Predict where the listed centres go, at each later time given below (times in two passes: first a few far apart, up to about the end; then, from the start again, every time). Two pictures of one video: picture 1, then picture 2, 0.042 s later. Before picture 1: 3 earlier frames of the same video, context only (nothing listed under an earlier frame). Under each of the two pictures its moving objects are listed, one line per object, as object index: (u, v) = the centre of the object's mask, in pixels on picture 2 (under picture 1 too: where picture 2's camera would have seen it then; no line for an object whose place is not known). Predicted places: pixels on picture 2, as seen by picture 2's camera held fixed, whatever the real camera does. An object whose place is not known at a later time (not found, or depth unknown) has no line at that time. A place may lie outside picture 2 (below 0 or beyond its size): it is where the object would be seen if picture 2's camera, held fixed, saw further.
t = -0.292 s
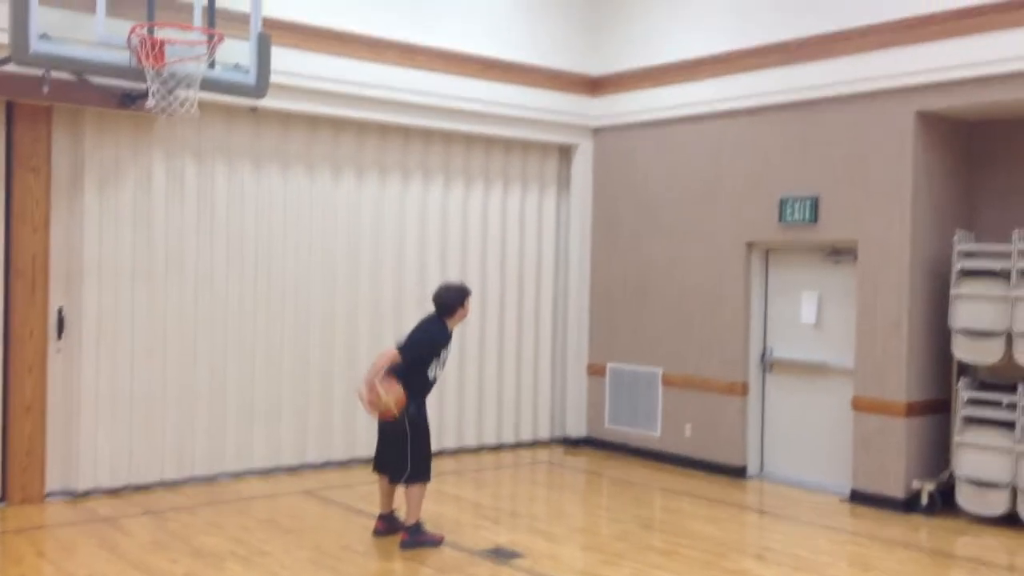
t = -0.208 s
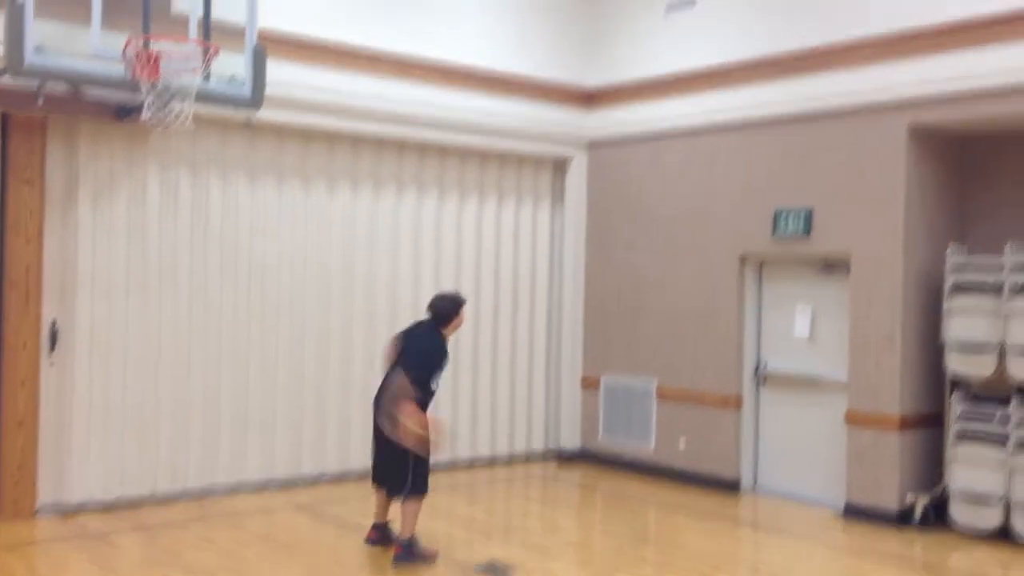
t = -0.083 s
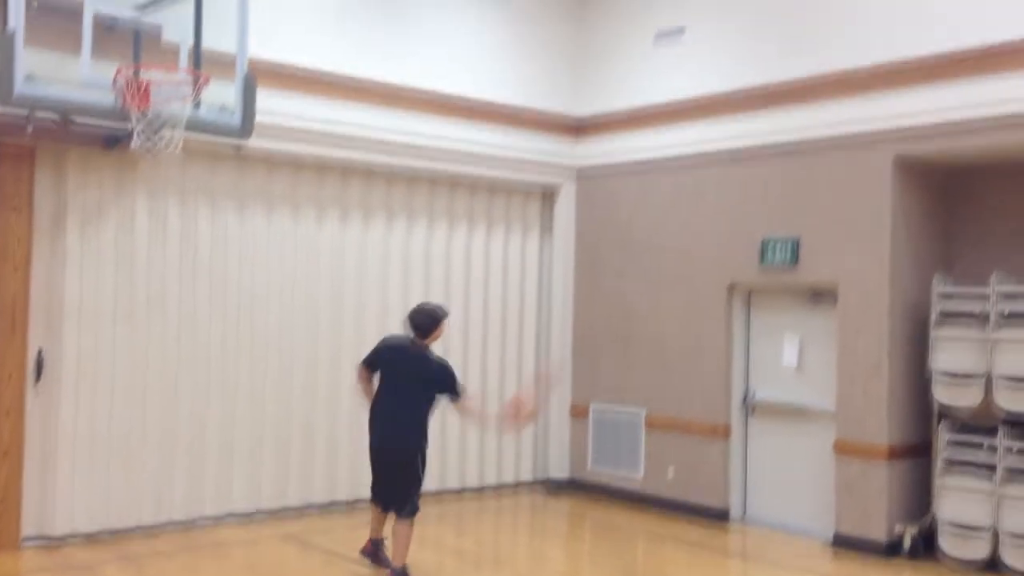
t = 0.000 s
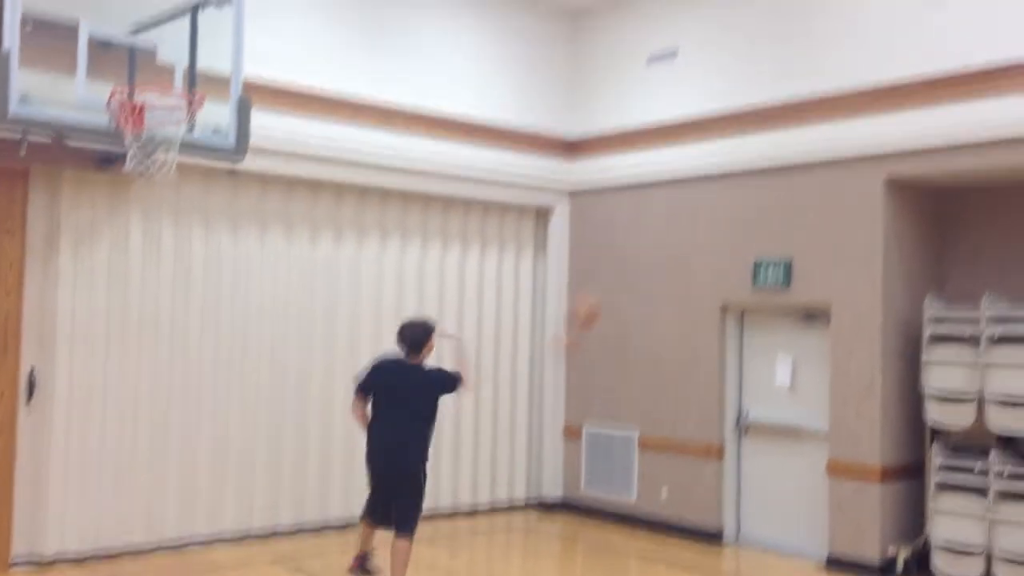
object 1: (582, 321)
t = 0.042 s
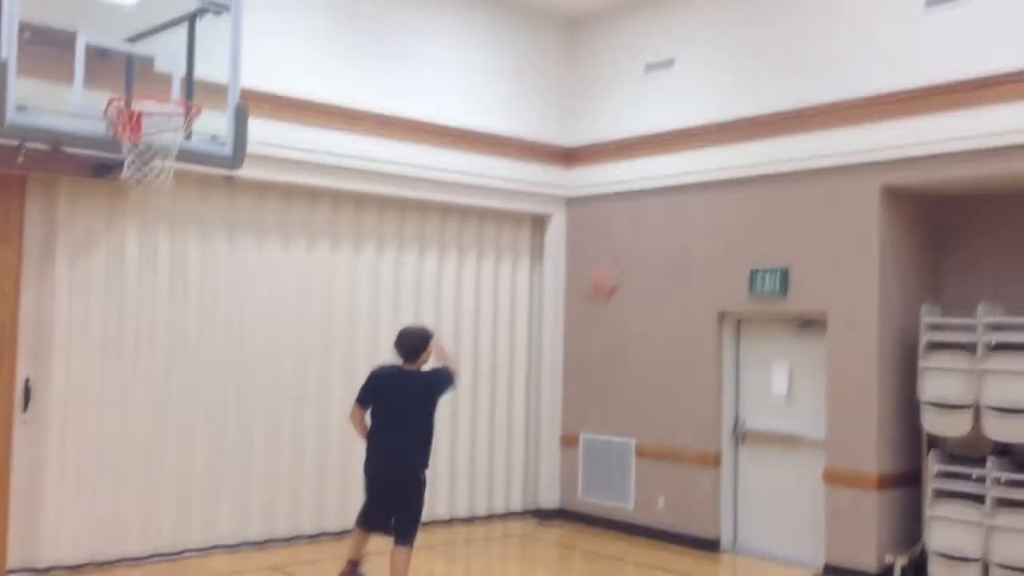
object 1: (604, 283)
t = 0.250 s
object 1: (719, 129)
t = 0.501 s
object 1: (692, 10)
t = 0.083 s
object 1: (623, 256)
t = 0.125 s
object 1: (652, 210)
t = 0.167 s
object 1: (679, 174)
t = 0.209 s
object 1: (696, 152)
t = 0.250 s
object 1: (719, 129)
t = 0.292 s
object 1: (740, 106)
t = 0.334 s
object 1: (756, 89)
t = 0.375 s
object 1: (744, 67)
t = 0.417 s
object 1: (726, 45)
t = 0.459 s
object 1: (711, 28)
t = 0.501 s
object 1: (692, 10)
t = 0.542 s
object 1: (674, -6)
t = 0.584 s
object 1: (656, -20)
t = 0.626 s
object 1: (636, -35)
